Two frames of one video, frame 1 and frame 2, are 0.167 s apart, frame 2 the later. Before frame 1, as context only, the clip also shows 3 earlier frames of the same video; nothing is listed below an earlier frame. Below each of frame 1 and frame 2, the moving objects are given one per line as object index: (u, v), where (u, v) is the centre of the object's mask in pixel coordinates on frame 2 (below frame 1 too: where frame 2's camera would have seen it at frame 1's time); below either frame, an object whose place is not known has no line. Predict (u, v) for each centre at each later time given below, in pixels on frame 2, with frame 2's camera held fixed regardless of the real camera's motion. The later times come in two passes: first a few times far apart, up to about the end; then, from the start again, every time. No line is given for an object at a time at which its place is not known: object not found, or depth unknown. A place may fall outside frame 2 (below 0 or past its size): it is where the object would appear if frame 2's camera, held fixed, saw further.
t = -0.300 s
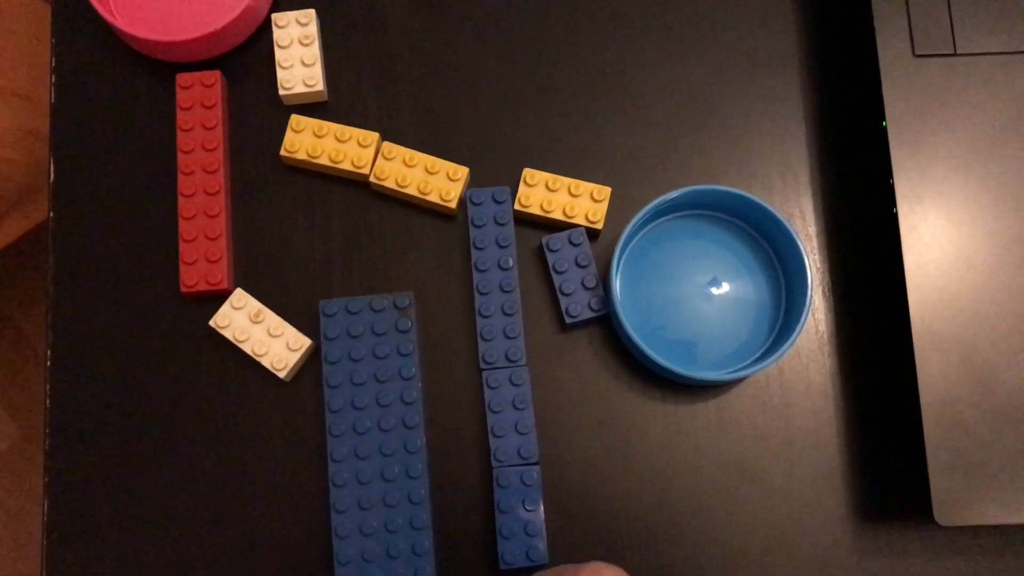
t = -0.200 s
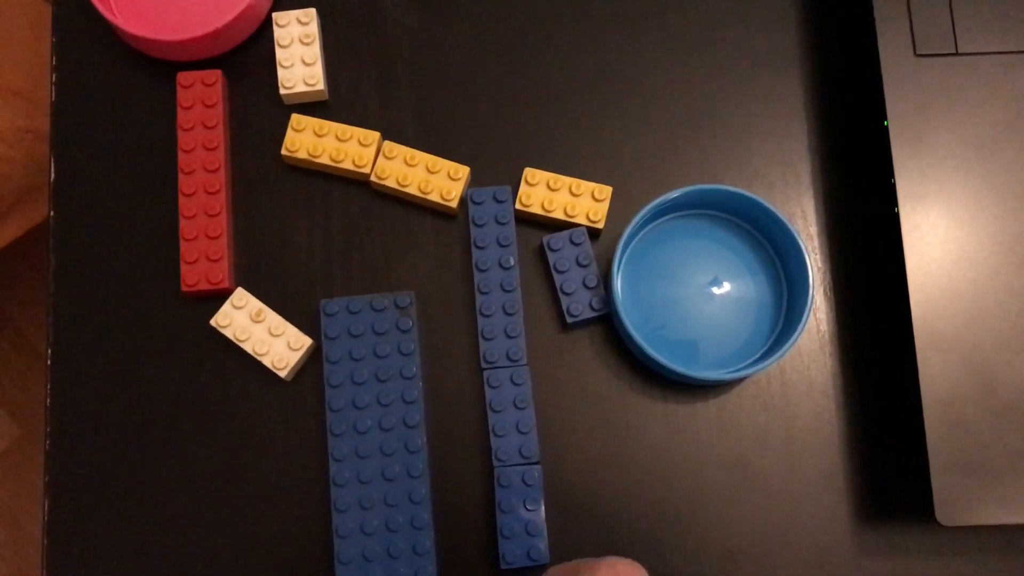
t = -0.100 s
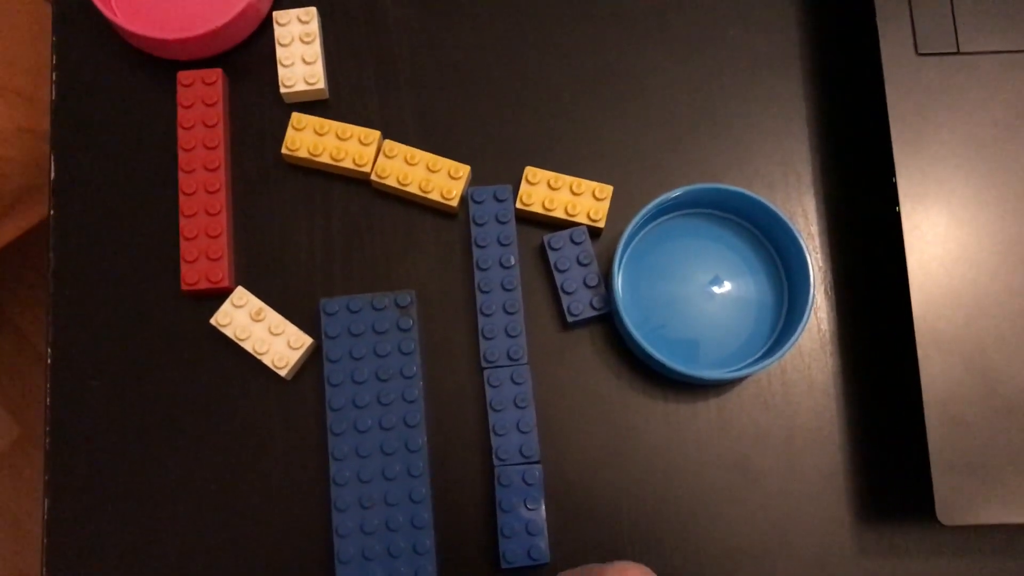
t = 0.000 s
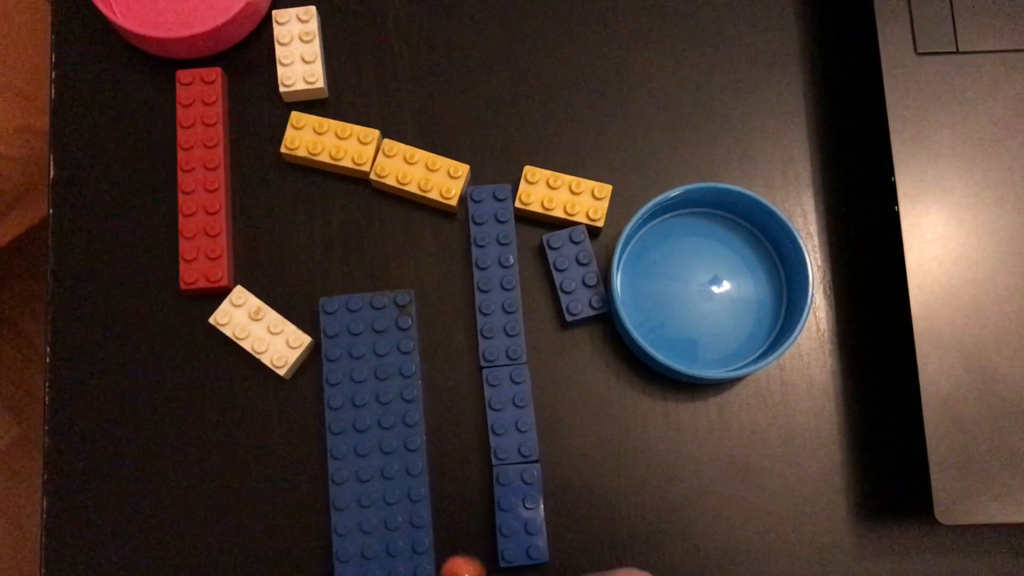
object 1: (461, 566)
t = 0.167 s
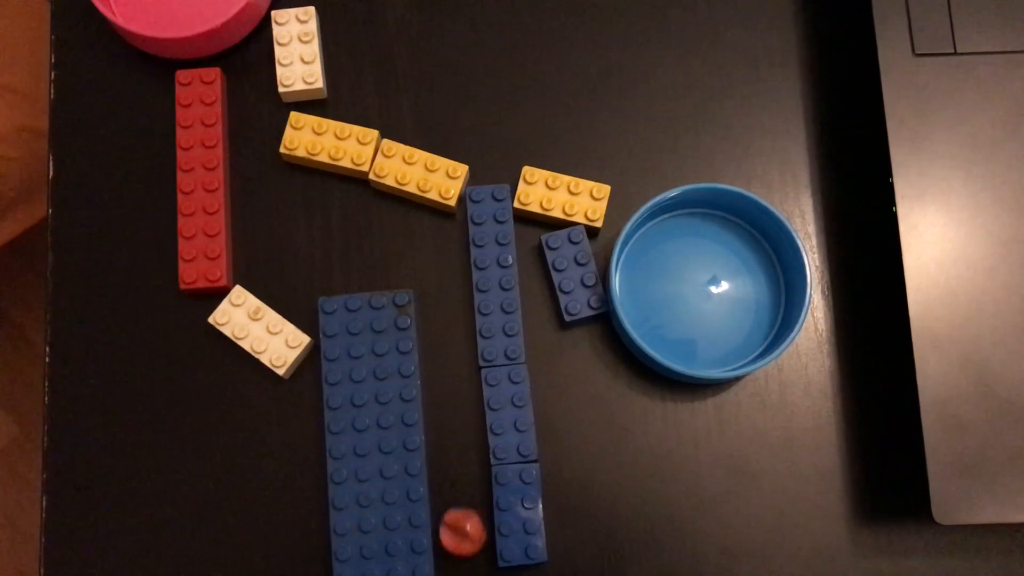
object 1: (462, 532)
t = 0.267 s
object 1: (465, 495)
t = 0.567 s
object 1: (457, 382)
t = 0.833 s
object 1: (437, 278)
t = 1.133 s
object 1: (409, 192)
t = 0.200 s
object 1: (463, 522)
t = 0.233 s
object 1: (464, 509)
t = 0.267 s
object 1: (465, 495)
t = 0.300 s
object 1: (466, 481)
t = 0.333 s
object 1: (466, 471)
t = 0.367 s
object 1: (465, 458)
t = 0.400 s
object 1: (464, 445)
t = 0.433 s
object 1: (463, 432)
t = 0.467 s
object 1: (462, 422)
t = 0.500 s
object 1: (459, 410)
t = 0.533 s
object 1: (458, 396)
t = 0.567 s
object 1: (457, 382)
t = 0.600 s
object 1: (454, 370)
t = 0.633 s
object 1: (450, 355)
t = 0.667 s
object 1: (447, 341)
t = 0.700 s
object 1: (446, 331)
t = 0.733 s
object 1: (444, 315)
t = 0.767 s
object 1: (441, 302)
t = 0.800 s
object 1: (439, 289)
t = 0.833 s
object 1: (437, 278)
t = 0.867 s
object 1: (434, 263)
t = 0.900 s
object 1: (432, 248)
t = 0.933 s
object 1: (430, 235)
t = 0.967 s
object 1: (426, 221)
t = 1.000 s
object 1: (424, 210)
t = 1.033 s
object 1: (420, 203)
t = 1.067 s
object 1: (417, 198)
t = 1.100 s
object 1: (413, 195)
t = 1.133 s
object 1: (409, 192)
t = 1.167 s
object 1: (405, 192)
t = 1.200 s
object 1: (401, 192)
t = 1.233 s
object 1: (397, 191)
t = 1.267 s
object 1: (393, 191)
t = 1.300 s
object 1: (390, 191)
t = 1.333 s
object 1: (389, 190)
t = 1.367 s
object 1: (385, 190)
